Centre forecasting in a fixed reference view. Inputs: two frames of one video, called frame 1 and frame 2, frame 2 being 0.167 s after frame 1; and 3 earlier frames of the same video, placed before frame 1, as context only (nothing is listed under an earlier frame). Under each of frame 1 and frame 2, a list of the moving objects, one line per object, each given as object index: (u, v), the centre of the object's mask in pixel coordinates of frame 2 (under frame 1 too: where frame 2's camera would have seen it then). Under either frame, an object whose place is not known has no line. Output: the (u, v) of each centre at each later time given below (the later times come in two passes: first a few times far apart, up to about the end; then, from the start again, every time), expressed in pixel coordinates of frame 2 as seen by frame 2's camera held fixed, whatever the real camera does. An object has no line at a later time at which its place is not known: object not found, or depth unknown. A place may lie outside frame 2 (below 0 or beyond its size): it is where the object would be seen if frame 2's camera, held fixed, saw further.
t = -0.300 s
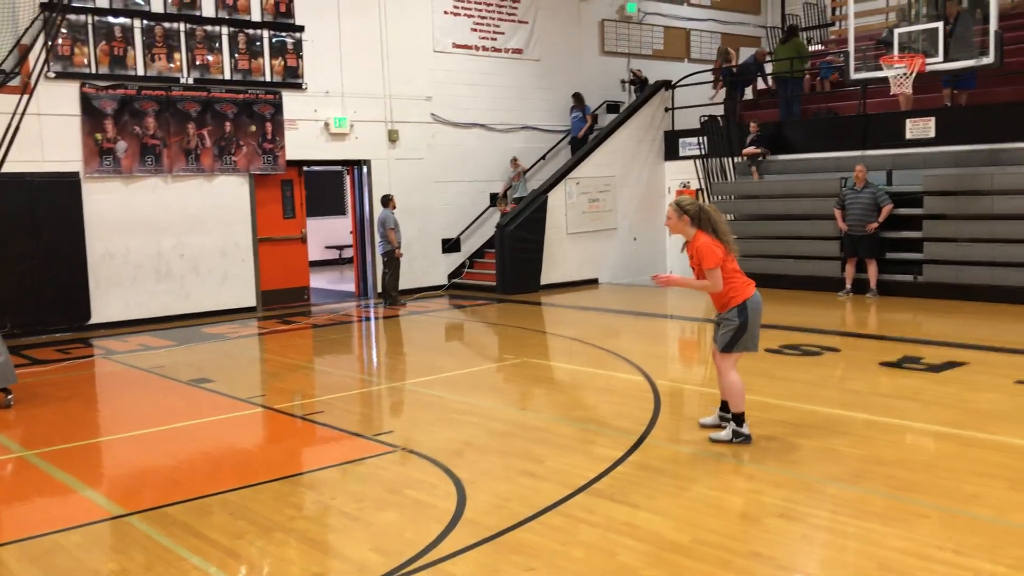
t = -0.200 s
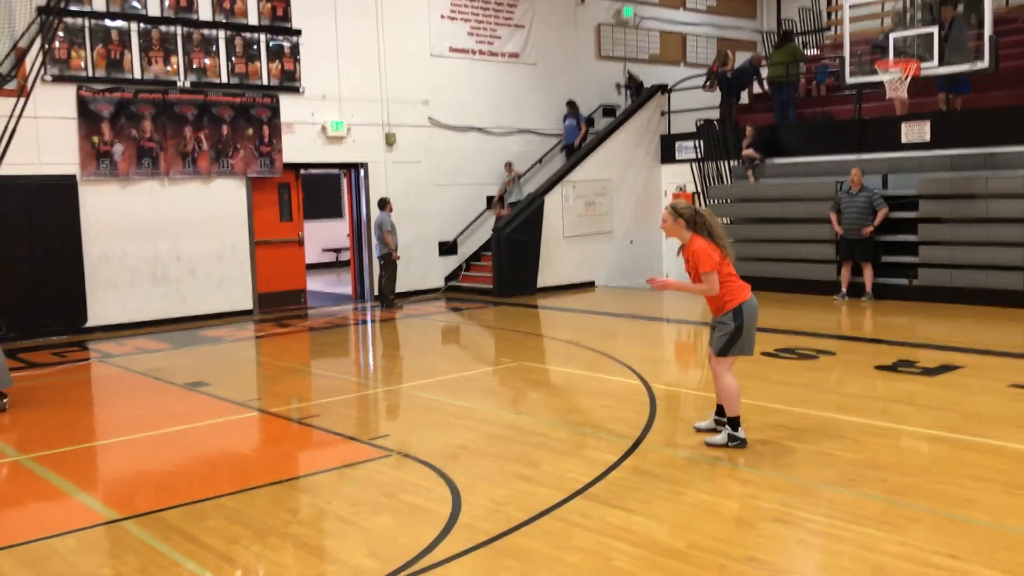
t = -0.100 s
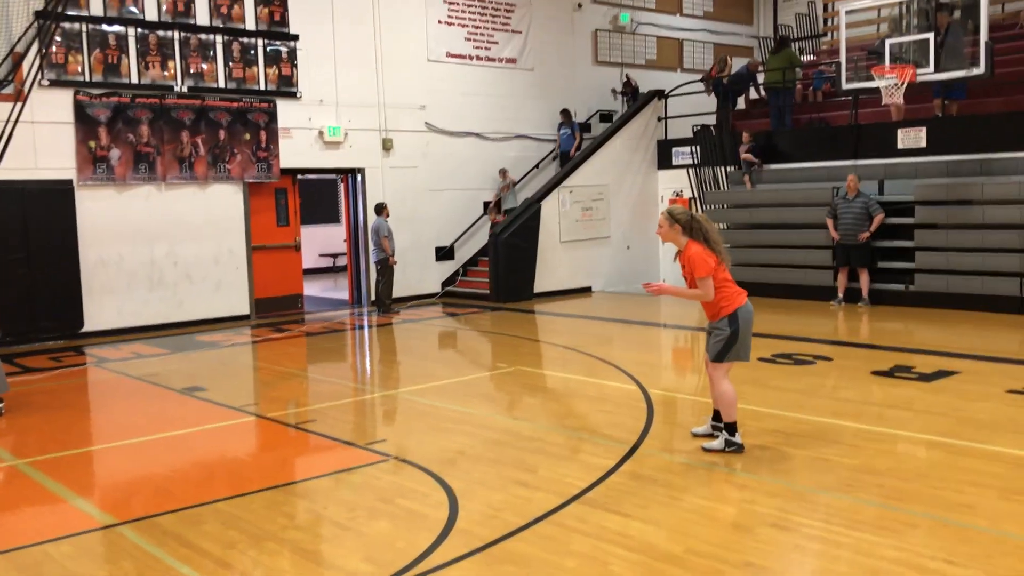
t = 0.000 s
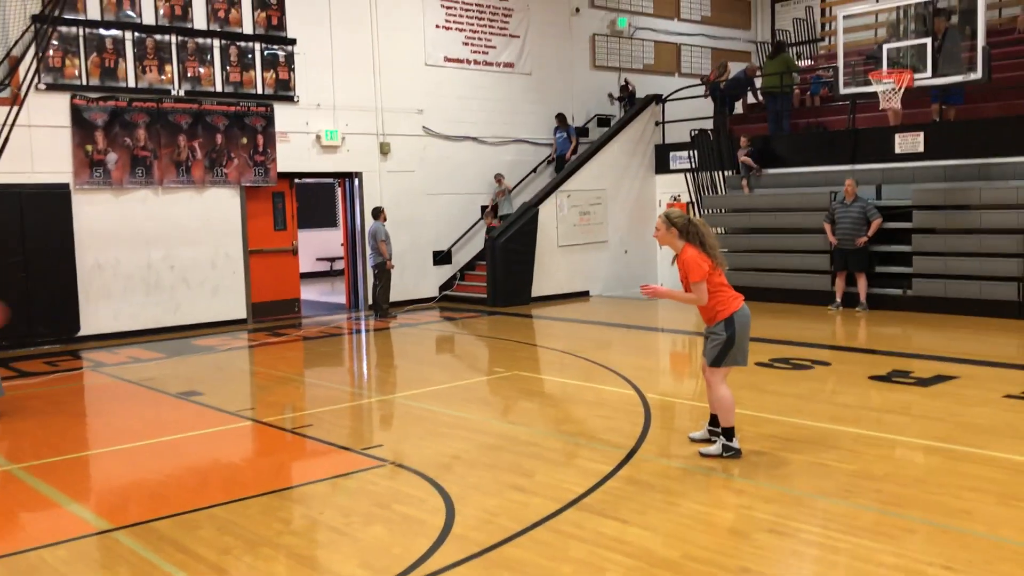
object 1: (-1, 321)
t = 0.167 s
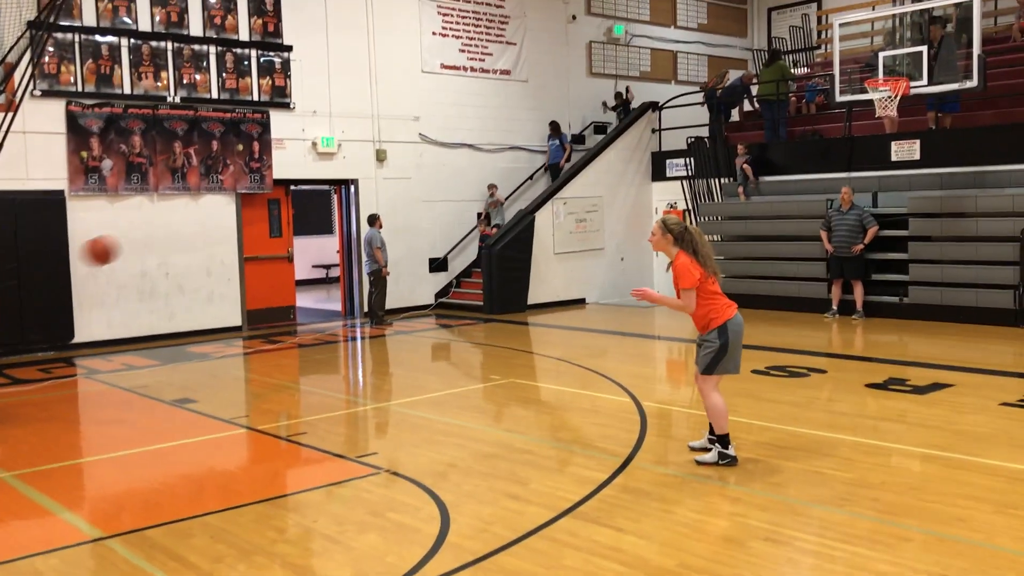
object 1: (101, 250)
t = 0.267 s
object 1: (176, 221)
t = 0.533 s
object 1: (405, 199)
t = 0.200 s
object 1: (125, 239)
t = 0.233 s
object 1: (151, 230)
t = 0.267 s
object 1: (176, 221)
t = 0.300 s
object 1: (203, 213)
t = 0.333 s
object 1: (232, 206)
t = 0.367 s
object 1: (260, 201)
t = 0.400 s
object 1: (290, 198)
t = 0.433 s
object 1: (313, 197)
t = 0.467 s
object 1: (345, 195)
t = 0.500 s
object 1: (376, 197)
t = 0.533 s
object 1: (405, 199)
